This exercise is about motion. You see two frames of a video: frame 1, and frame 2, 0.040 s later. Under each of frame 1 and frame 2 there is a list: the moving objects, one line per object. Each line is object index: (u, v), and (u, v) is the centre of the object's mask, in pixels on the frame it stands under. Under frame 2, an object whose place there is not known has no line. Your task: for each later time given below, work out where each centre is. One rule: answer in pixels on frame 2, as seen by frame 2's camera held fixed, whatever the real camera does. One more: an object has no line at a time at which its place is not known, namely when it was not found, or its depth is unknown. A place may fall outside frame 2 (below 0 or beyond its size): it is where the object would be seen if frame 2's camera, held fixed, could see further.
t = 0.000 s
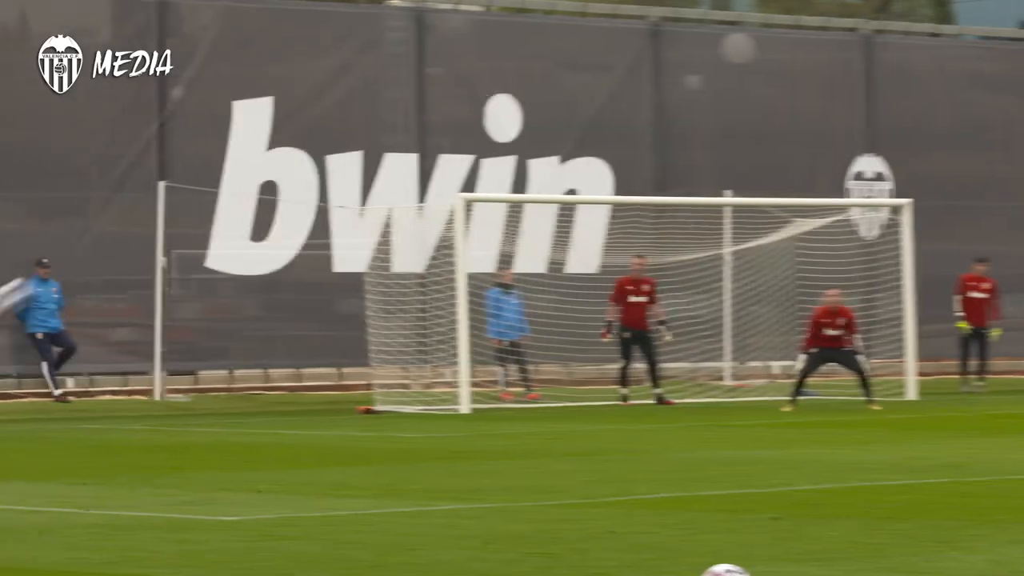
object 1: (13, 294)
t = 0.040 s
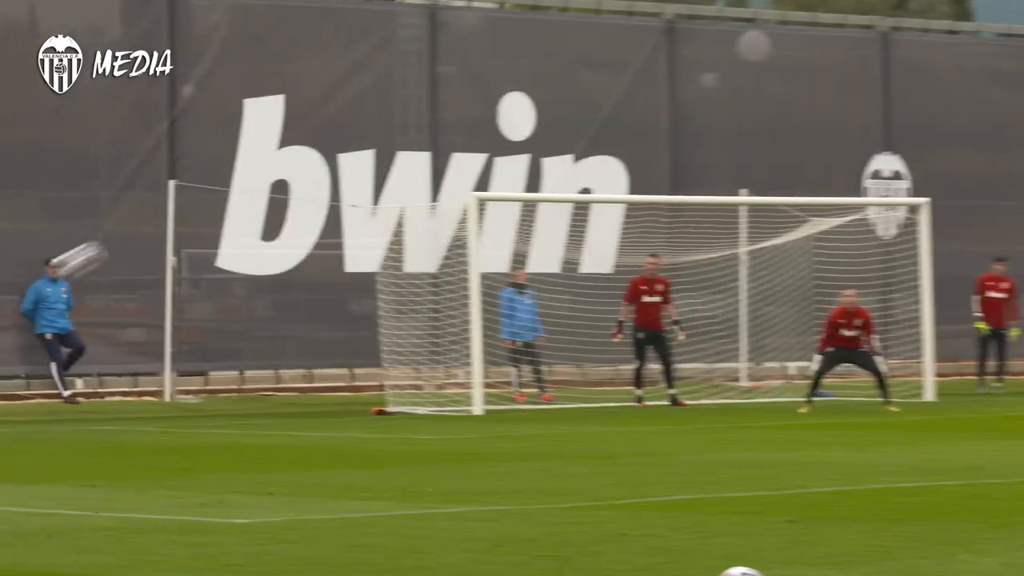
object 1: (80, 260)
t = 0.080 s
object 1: (135, 228)
